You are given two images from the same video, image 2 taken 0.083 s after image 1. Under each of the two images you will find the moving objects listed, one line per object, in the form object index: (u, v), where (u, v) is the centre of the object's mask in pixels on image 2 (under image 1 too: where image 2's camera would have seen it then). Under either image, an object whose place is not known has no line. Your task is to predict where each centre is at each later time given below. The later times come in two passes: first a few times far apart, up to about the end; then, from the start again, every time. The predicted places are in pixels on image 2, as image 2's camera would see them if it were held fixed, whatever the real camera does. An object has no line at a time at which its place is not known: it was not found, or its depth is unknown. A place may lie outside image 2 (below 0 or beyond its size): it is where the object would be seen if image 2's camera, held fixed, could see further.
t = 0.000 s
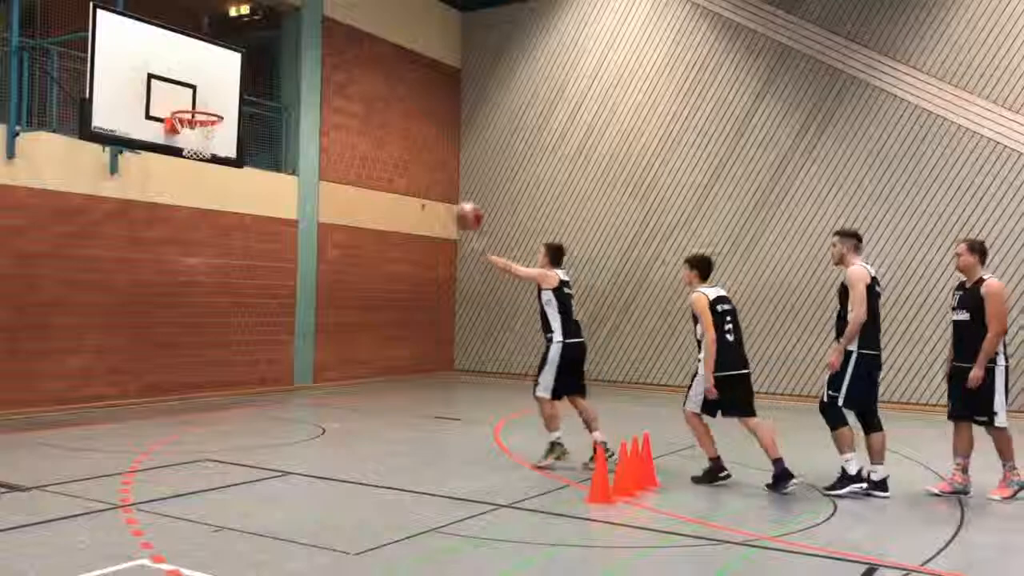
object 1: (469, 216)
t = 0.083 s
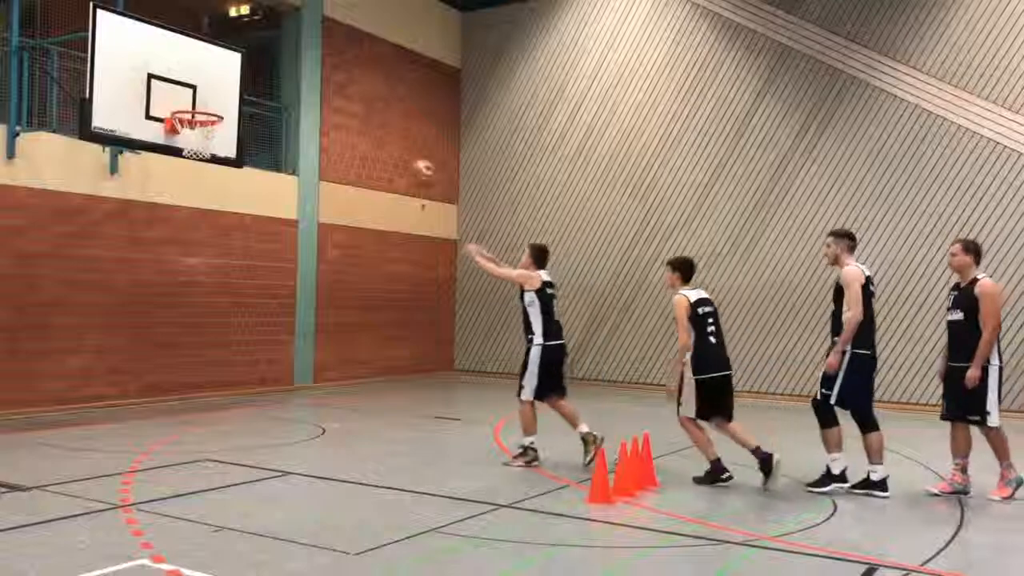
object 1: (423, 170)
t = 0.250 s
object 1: (340, 112)
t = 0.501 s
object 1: (232, 87)
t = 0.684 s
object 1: (279, 111)
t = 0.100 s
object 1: (415, 164)
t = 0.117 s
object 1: (408, 155)
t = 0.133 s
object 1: (399, 148)
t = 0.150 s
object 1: (388, 143)
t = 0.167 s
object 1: (381, 138)
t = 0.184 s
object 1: (371, 133)
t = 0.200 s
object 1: (366, 128)
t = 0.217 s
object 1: (354, 123)
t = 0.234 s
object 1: (347, 116)
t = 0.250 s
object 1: (340, 112)
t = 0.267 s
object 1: (331, 109)
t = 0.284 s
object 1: (323, 106)
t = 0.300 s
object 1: (317, 103)
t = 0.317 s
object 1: (307, 101)
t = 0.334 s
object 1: (300, 98)
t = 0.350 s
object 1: (295, 94)
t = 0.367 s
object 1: (286, 93)
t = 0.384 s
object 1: (280, 91)
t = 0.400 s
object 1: (271, 89)
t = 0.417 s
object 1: (265, 89)
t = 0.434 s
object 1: (258, 88)
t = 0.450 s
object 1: (252, 87)
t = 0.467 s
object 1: (245, 87)
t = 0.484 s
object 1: (239, 87)
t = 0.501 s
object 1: (232, 87)
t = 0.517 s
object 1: (230, 88)
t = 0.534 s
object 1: (235, 89)
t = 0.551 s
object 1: (239, 90)
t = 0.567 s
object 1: (244, 91)
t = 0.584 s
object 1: (250, 93)
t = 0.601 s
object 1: (254, 94)
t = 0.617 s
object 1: (259, 96)
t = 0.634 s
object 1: (264, 100)
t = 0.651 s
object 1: (268, 104)
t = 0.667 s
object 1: (274, 107)
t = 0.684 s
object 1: (279, 111)
